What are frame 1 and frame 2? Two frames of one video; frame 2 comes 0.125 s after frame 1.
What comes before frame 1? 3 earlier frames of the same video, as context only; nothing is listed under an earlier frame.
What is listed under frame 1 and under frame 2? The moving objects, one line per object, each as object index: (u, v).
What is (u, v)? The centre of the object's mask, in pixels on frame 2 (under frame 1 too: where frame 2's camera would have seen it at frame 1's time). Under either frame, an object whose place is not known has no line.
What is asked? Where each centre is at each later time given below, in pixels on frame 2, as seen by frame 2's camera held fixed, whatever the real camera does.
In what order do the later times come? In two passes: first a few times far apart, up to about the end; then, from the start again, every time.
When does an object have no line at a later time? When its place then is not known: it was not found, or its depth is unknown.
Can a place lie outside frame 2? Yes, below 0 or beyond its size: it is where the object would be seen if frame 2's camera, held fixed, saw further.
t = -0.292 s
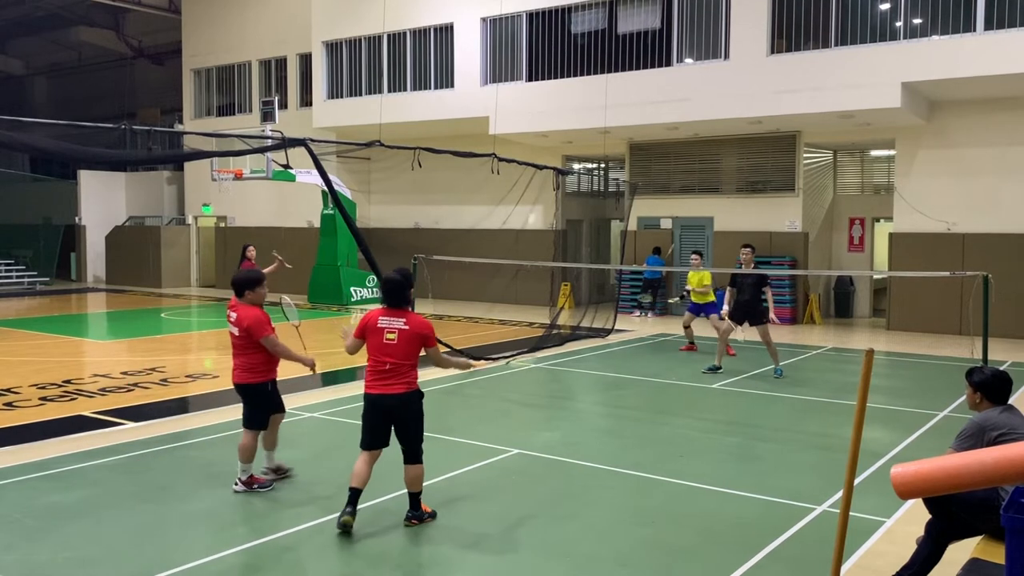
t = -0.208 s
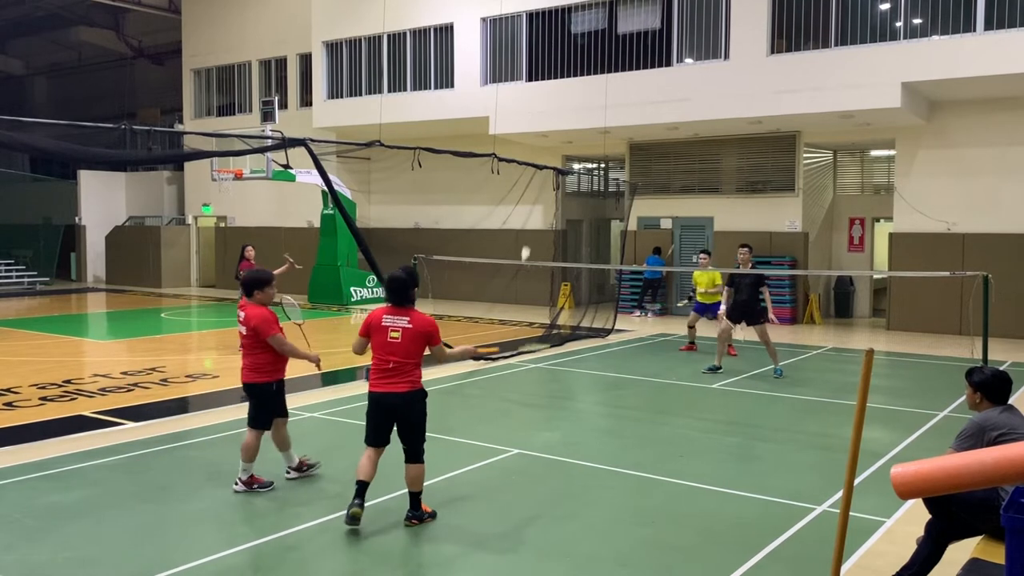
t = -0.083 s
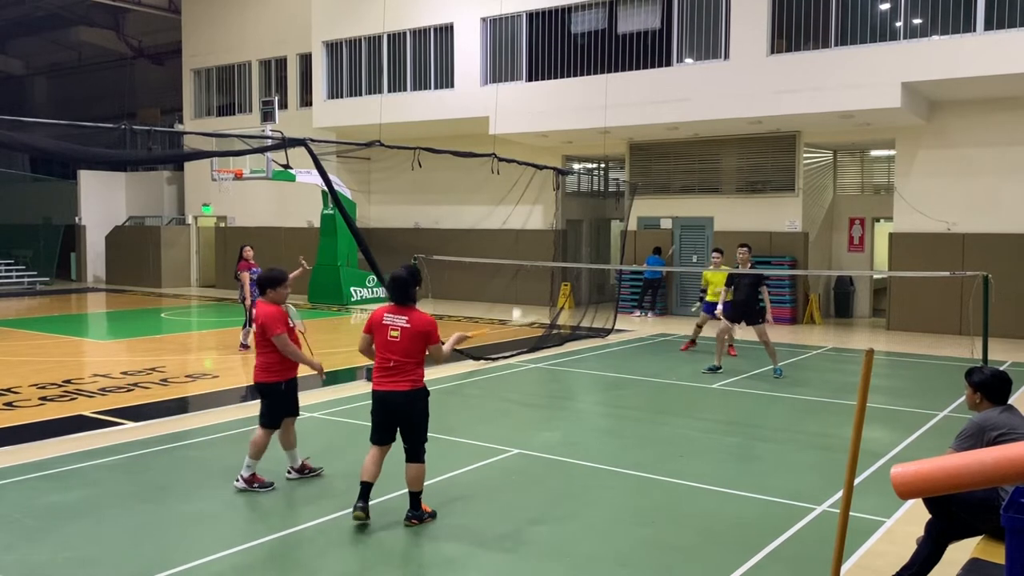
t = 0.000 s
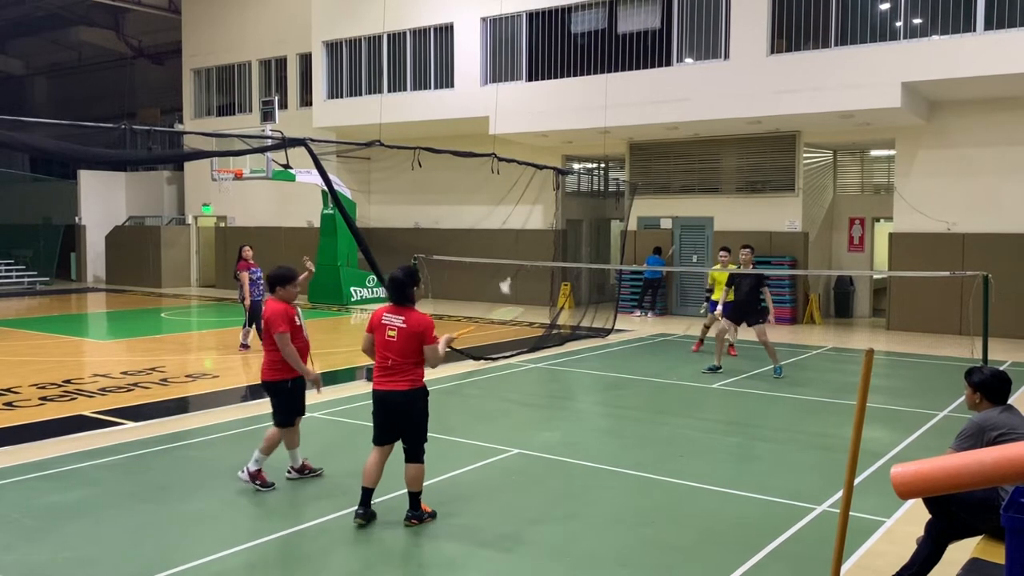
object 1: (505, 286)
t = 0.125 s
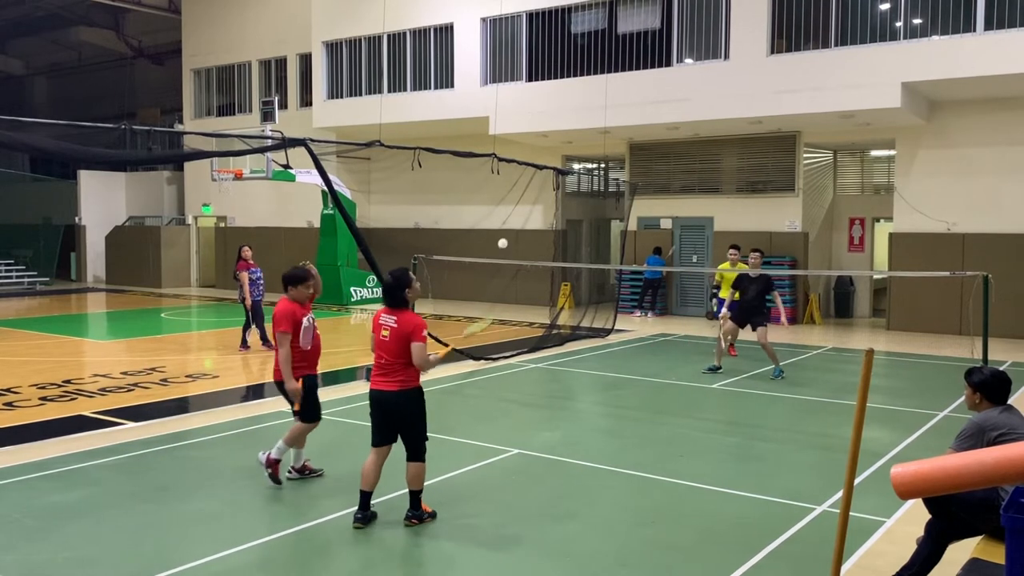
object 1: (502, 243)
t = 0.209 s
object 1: (499, 238)
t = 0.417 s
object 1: (485, 246)
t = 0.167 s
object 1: (502, 241)
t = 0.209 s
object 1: (499, 238)
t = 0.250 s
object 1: (496, 236)
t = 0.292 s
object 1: (491, 236)
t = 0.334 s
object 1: (489, 237)
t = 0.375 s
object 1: (486, 242)
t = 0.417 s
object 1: (485, 246)
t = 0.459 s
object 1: (486, 255)
